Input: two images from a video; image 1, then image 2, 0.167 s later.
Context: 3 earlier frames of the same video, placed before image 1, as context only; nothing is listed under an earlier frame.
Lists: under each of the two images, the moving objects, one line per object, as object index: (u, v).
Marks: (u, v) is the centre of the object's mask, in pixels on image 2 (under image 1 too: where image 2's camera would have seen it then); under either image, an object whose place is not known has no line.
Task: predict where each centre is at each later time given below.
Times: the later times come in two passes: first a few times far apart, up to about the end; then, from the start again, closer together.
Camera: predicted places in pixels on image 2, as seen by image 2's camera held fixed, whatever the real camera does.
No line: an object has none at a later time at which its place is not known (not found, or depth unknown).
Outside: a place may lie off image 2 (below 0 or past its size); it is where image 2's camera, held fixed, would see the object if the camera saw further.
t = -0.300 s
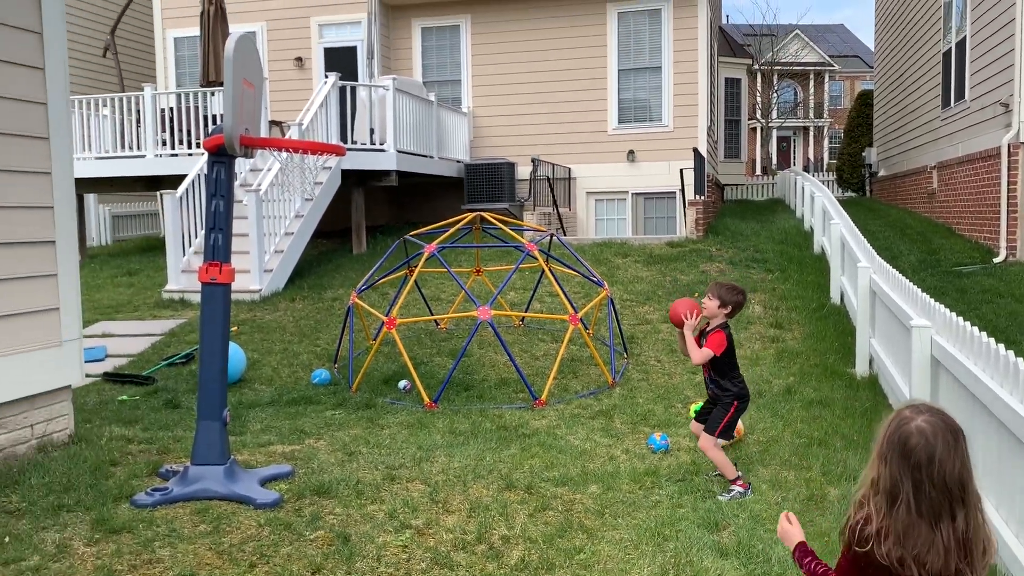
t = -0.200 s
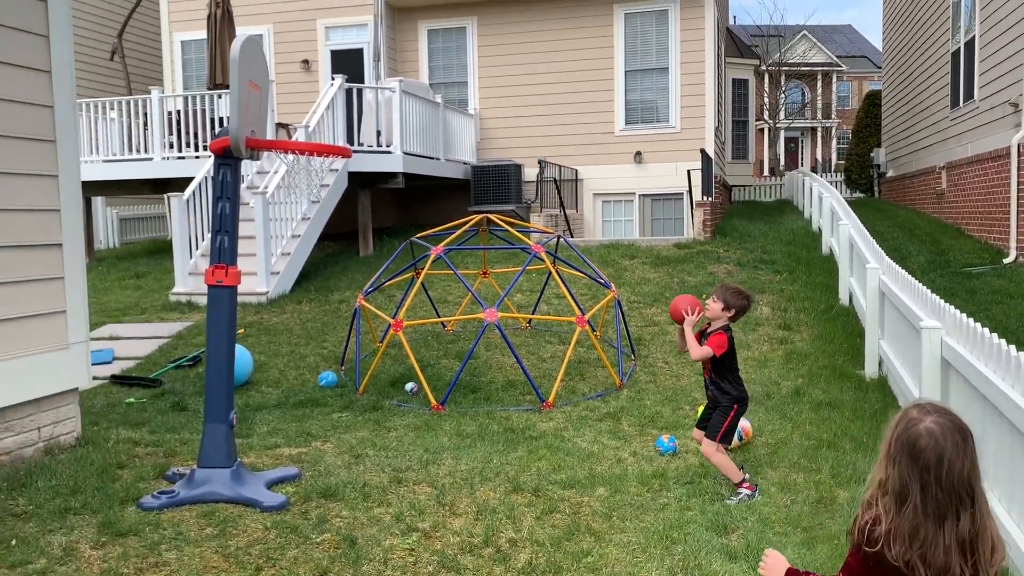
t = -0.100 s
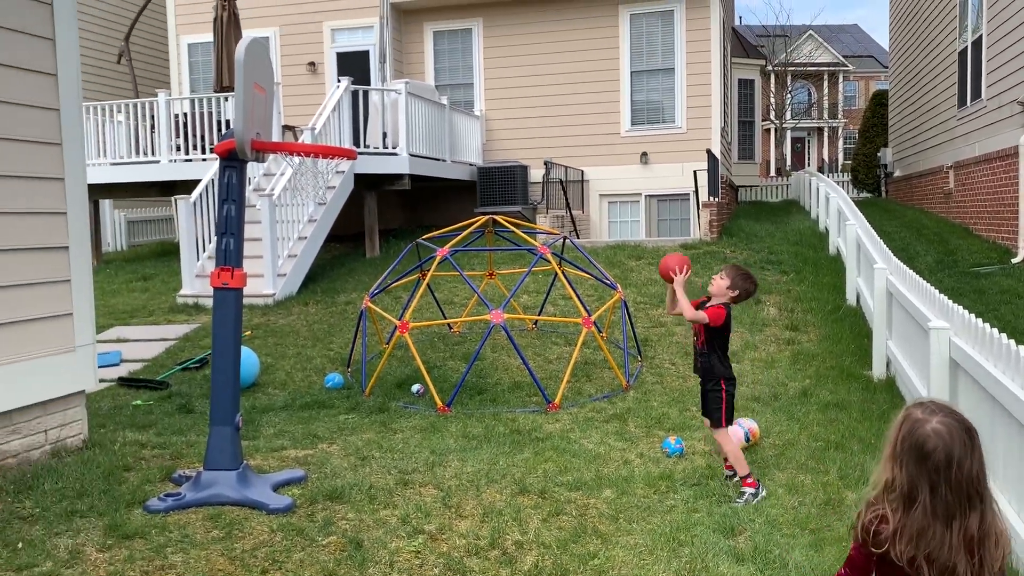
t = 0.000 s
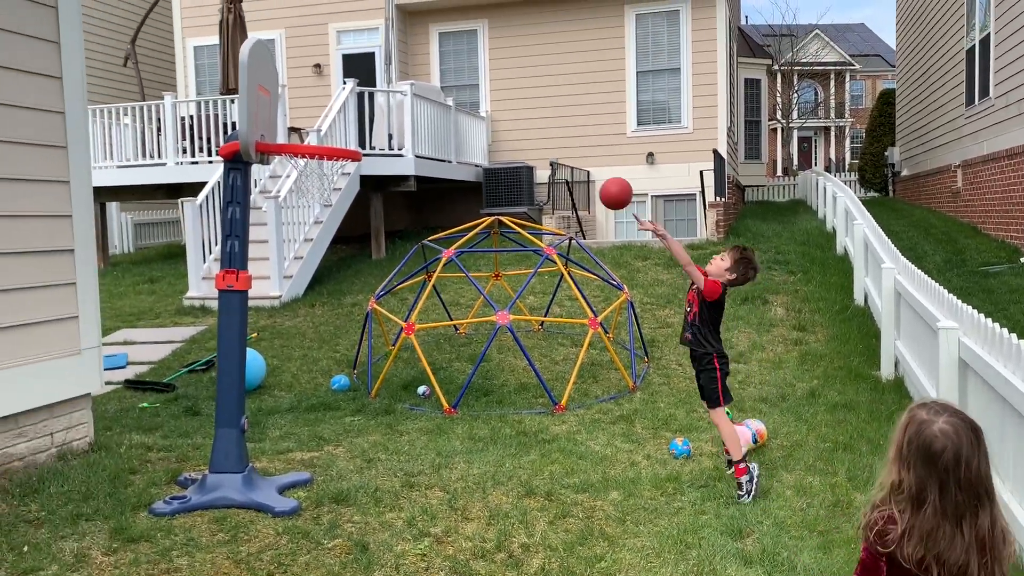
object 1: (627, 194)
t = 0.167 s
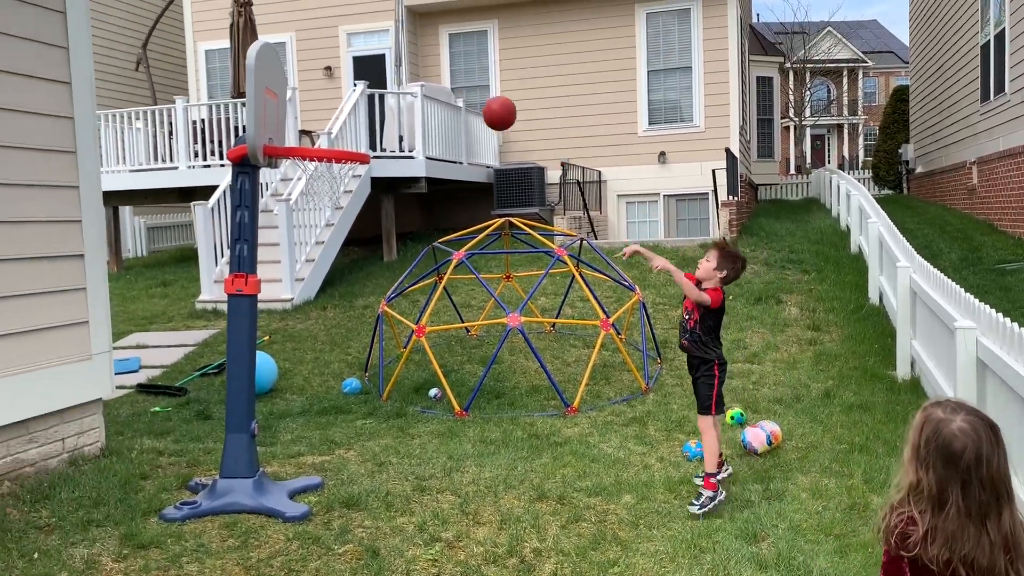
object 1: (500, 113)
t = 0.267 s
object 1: (425, 93)
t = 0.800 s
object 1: (316, 183)
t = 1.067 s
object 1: (318, 192)
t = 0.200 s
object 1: (474, 104)
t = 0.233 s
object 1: (450, 98)
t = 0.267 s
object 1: (425, 93)
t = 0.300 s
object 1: (401, 92)
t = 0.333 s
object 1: (377, 91)
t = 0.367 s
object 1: (354, 94)
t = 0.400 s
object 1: (330, 99)
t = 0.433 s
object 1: (308, 106)
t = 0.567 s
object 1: (329, 143)
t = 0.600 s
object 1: (328, 145)
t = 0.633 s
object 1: (325, 143)
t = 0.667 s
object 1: (315, 161)
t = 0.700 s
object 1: (311, 170)
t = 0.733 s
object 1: (313, 173)
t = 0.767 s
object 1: (314, 177)
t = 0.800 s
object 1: (316, 183)
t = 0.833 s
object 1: (321, 185)
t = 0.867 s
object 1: (325, 184)
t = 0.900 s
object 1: (327, 183)
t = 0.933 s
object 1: (327, 183)
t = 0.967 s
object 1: (325, 183)
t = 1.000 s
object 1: (323, 185)
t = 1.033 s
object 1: (320, 188)
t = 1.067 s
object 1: (318, 192)
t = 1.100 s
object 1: (315, 198)
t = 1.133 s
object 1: (313, 205)
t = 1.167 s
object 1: (314, 214)
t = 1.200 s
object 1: (313, 225)
